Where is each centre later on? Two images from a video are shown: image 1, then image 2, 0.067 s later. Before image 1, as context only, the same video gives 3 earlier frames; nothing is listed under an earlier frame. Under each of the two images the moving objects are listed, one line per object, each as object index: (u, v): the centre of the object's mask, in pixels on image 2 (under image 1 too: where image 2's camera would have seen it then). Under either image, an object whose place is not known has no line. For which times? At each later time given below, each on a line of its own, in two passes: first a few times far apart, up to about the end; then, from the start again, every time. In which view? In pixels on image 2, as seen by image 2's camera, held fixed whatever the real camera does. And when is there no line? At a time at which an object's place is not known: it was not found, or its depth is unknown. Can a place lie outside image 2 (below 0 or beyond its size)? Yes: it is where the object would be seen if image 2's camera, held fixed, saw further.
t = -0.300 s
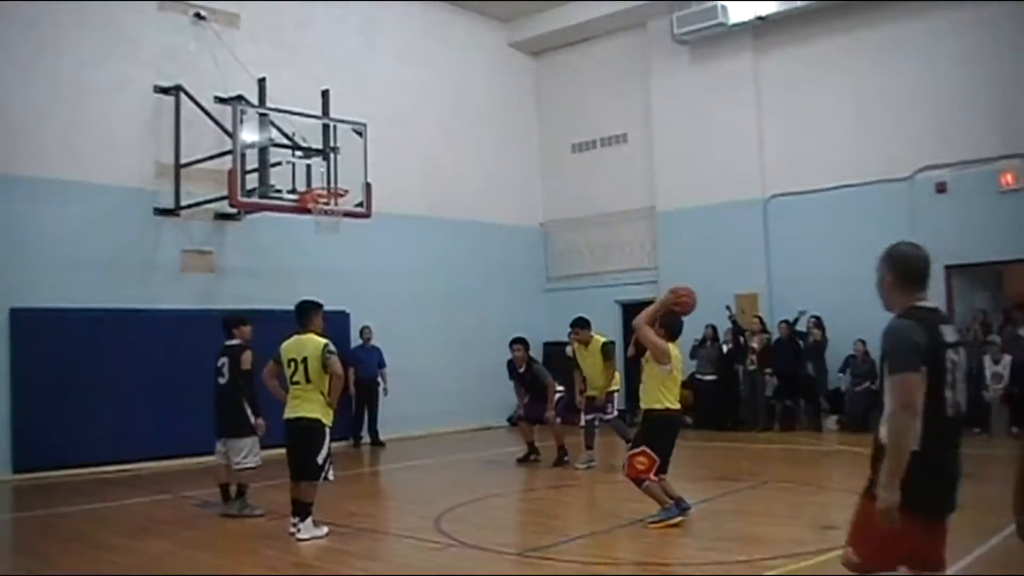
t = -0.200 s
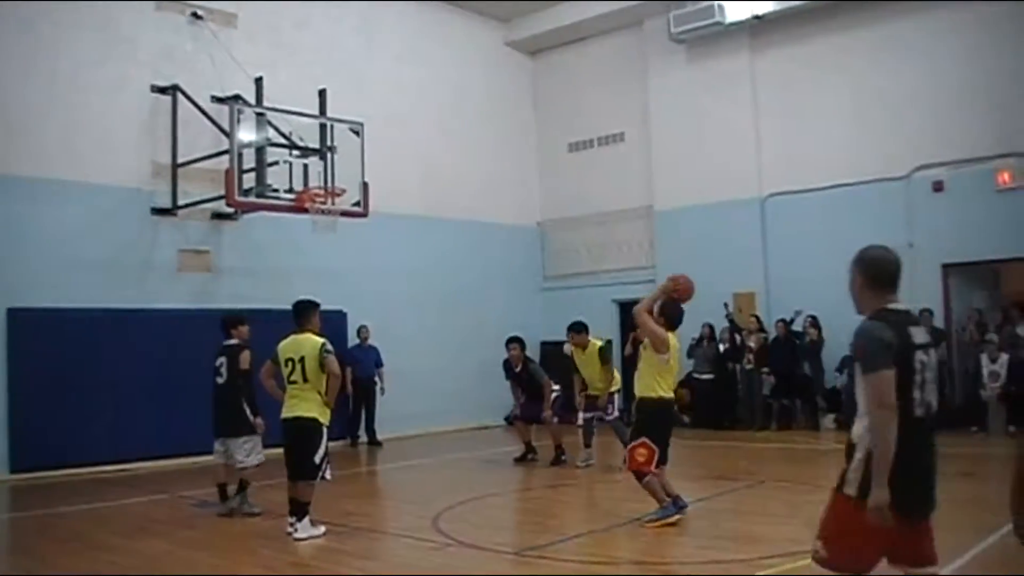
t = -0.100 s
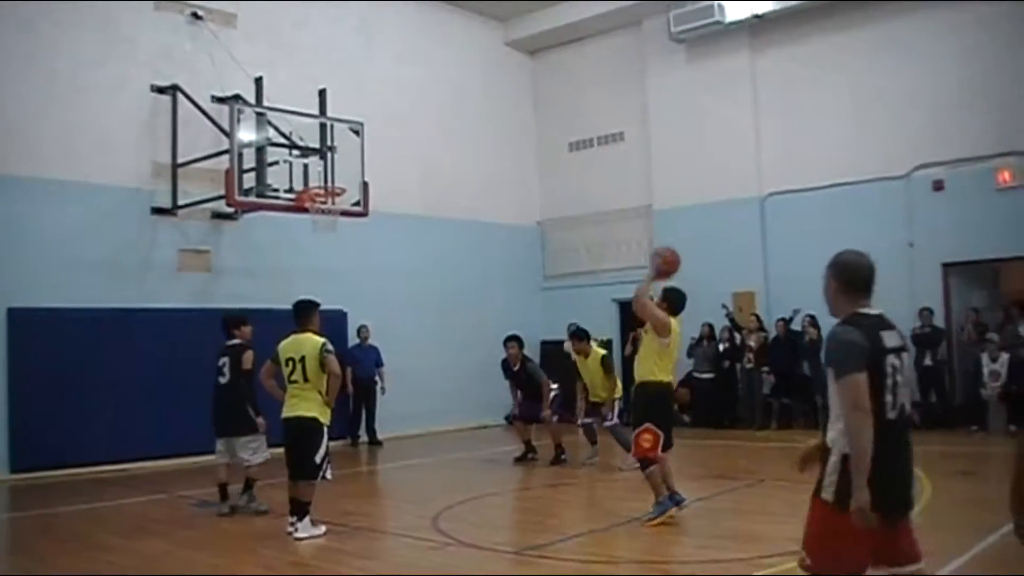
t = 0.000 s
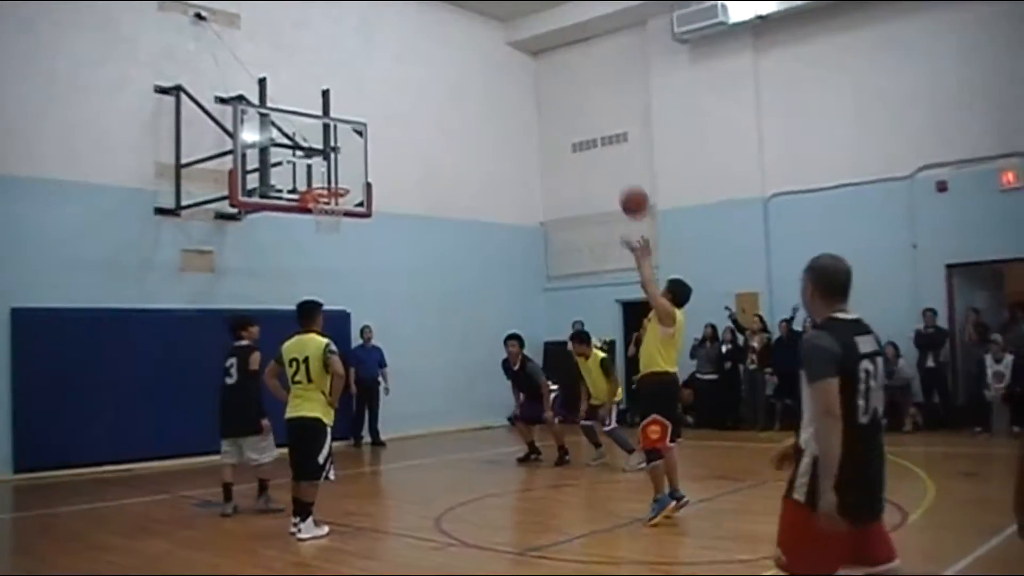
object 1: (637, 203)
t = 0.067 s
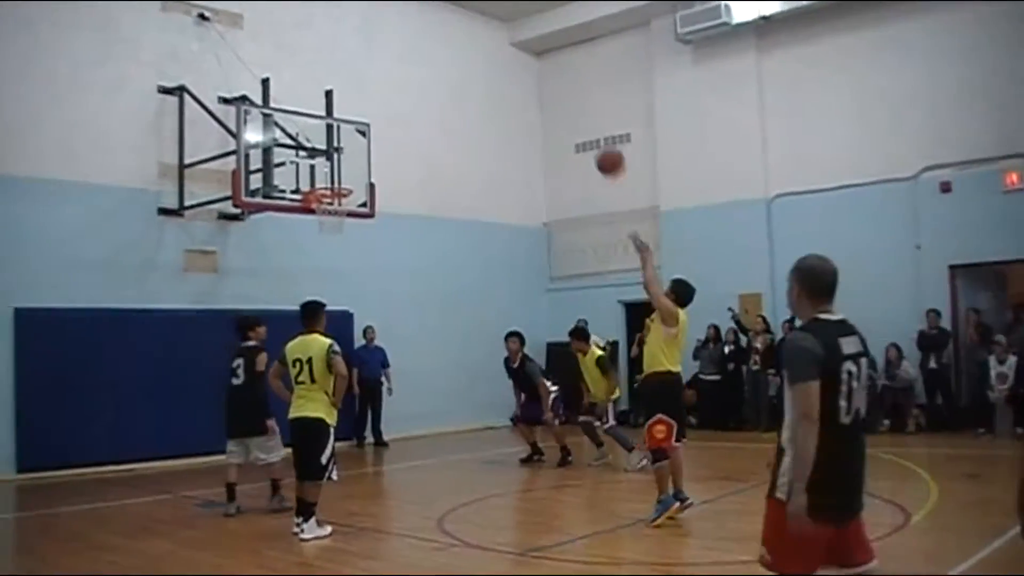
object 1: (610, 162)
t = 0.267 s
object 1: (537, 80)
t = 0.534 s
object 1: (458, 52)
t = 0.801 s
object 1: (392, 96)
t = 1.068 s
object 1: (339, 184)
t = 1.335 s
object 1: (335, 196)
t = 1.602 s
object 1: (330, 225)
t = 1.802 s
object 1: (328, 274)
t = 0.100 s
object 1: (597, 144)
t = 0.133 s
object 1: (583, 127)
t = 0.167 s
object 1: (571, 113)
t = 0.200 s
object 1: (559, 101)
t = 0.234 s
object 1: (548, 90)
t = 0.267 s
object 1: (537, 80)
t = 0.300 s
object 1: (525, 72)
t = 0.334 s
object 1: (515, 66)
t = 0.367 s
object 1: (505, 60)
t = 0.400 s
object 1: (495, 56)
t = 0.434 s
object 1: (485, 53)
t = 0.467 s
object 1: (476, 52)
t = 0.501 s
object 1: (466, 52)
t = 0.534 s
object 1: (458, 52)
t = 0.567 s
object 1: (448, 55)
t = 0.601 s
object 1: (439, 57)
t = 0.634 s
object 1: (431, 61)
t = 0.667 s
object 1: (423, 66)
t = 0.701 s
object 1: (415, 72)
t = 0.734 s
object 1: (407, 79)
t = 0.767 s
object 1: (399, 87)
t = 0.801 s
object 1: (392, 96)
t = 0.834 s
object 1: (384, 105)
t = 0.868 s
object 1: (377, 115)
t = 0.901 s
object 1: (370, 127)
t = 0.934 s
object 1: (363, 139)
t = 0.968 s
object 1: (356, 152)
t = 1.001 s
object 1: (350, 166)
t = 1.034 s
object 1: (343, 179)
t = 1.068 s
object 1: (339, 184)
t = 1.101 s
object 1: (334, 187)
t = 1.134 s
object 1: (331, 191)
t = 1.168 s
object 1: (332, 191)
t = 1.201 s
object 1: (332, 191)
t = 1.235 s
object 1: (332, 191)
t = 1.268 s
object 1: (333, 192)
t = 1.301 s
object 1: (333, 194)
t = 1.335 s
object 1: (335, 196)
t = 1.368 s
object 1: (335, 199)
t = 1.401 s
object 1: (331, 205)
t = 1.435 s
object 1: (331, 213)
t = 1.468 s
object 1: (330, 213)
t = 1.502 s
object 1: (330, 216)
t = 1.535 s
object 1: (330, 218)
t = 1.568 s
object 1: (330, 220)
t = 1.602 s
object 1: (330, 225)
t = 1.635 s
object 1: (329, 232)
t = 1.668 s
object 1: (329, 239)
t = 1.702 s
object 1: (328, 247)
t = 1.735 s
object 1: (328, 255)
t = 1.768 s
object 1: (328, 264)
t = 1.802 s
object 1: (328, 274)
